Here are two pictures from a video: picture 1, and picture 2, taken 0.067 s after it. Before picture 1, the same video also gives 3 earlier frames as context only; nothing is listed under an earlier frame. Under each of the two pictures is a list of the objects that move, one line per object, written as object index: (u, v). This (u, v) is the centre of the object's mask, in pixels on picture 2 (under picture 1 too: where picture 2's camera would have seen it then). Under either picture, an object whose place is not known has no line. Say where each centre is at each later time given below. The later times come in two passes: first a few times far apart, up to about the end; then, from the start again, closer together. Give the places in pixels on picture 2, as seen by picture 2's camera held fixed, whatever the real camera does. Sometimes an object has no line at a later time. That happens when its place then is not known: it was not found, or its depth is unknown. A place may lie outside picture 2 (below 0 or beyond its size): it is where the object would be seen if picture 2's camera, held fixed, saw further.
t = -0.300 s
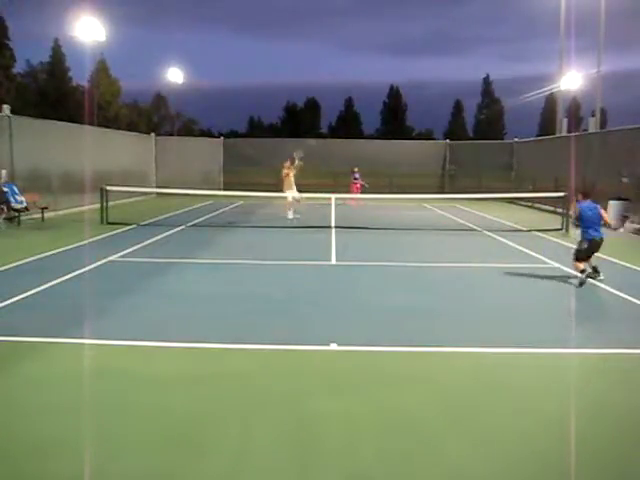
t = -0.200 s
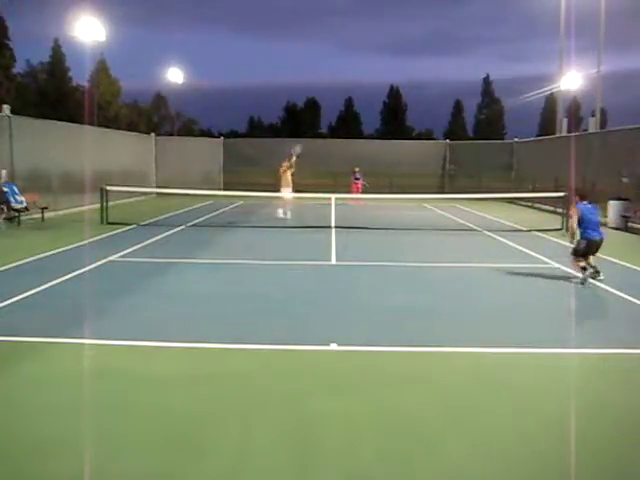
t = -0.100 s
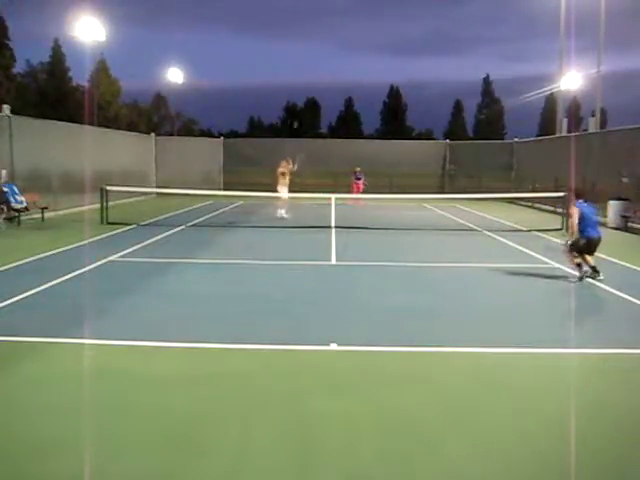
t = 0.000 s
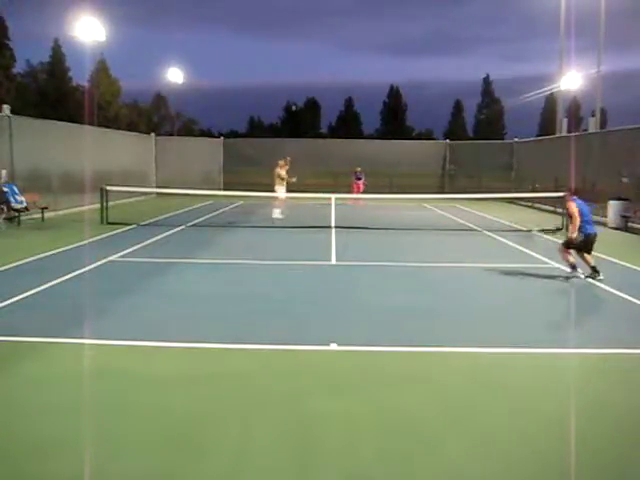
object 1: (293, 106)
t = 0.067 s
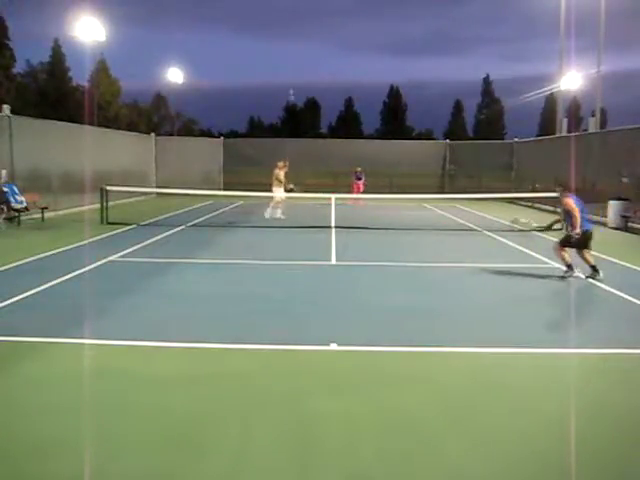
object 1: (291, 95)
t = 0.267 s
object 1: (284, 68)
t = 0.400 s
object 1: (280, 57)
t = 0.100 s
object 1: (291, 92)
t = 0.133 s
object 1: (290, 86)
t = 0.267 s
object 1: (284, 68)
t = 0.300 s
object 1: (284, 68)
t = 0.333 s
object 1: (283, 62)
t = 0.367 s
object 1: (282, 58)
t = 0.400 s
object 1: (280, 57)
